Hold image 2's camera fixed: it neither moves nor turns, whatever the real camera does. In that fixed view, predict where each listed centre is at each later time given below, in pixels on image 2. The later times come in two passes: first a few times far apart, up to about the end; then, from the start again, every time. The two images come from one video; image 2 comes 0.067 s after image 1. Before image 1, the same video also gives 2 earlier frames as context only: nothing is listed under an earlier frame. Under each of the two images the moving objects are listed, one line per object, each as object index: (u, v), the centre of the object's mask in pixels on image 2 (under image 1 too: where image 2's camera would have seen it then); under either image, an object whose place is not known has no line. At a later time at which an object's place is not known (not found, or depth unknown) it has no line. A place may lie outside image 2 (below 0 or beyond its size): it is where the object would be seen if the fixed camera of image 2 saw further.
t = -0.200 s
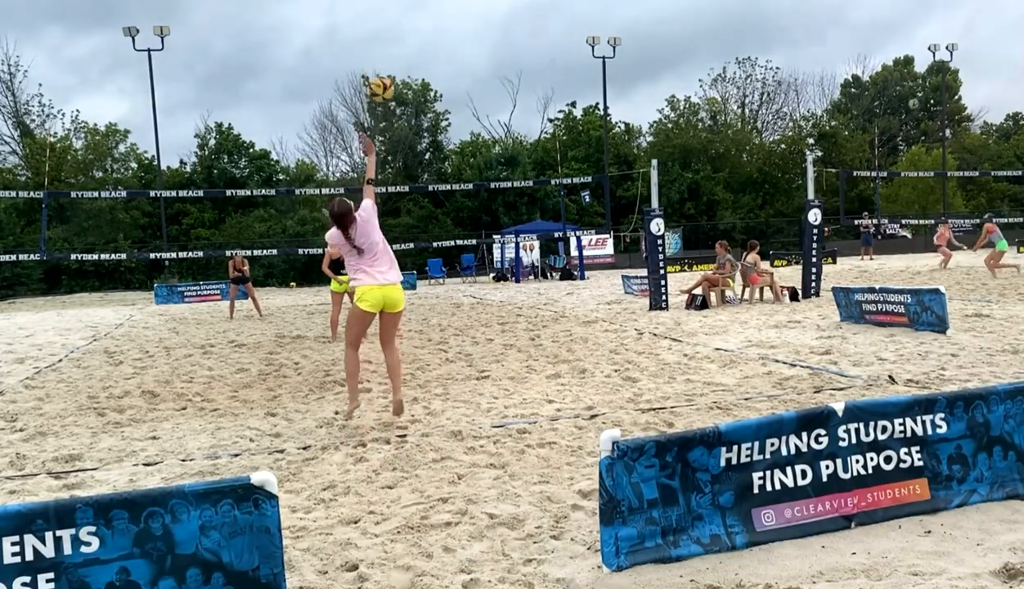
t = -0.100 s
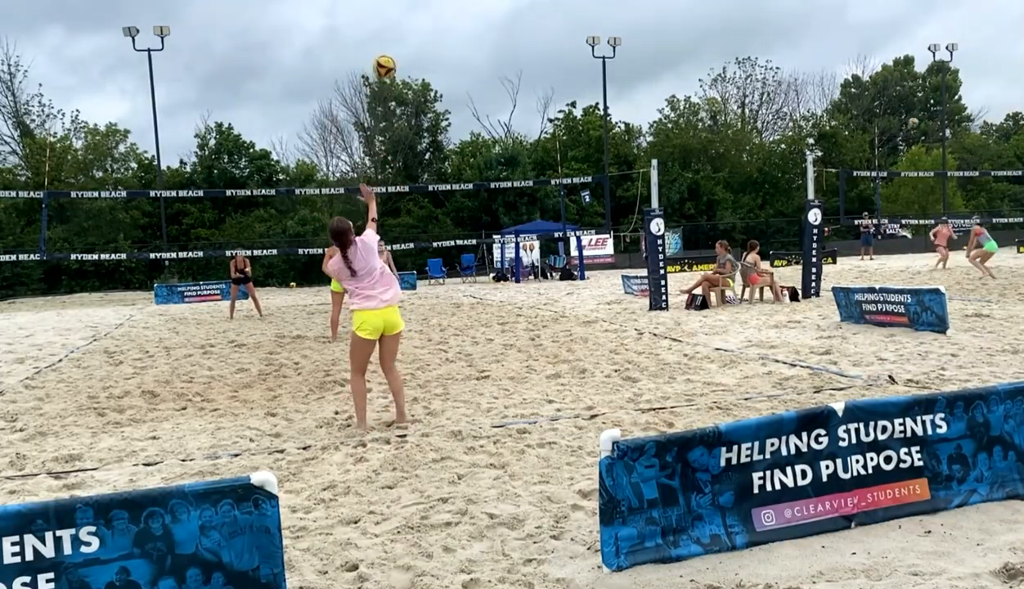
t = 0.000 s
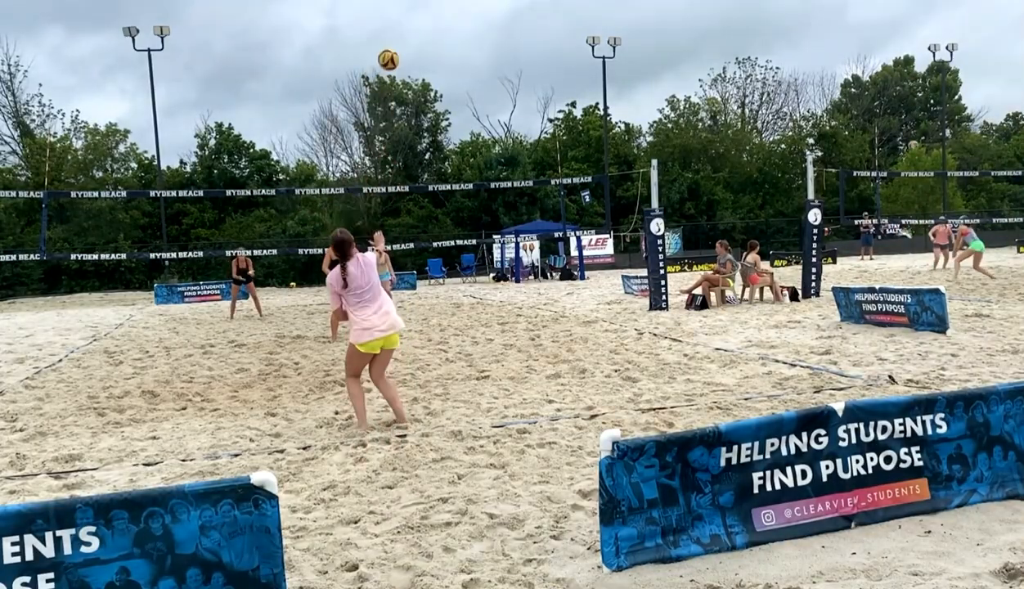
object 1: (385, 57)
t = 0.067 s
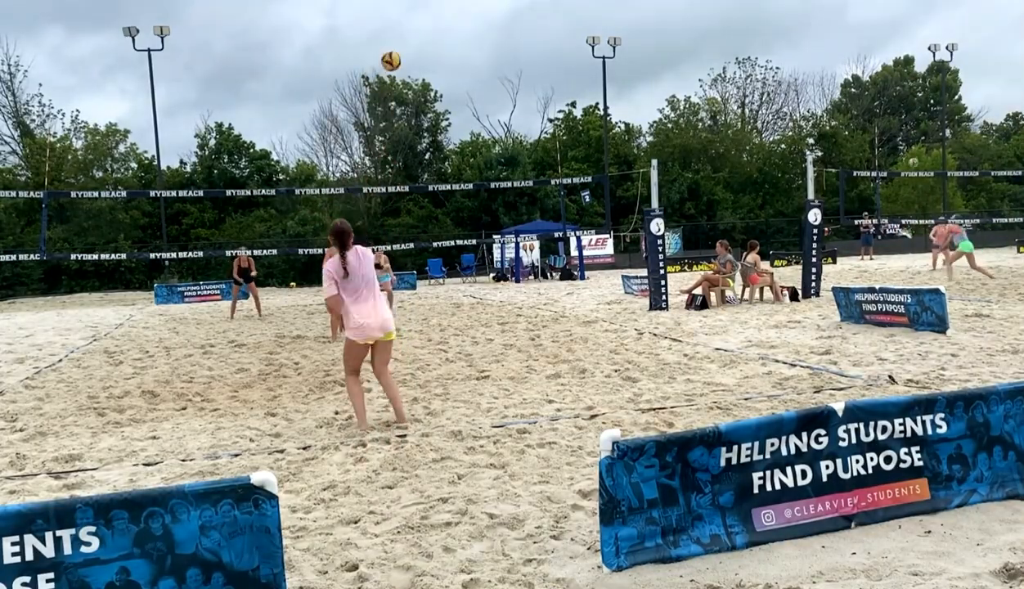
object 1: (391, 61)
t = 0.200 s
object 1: (394, 72)
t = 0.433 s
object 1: (402, 118)
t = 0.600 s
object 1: (408, 162)
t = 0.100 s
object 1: (392, 62)
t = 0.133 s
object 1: (393, 65)
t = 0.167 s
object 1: (394, 68)
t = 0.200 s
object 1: (394, 72)
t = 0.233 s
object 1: (396, 77)
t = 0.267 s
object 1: (398, 83)
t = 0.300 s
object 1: (398, 89)
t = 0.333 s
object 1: (399, 96)
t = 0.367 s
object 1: (399, 103)
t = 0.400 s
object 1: (401, 110)
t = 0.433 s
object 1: (402, 118)
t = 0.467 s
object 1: (404, 126)
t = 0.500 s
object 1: (405, 134)
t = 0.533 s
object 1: (406, 143)
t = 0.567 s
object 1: (408, 153)
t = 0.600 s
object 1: (408, 162)
